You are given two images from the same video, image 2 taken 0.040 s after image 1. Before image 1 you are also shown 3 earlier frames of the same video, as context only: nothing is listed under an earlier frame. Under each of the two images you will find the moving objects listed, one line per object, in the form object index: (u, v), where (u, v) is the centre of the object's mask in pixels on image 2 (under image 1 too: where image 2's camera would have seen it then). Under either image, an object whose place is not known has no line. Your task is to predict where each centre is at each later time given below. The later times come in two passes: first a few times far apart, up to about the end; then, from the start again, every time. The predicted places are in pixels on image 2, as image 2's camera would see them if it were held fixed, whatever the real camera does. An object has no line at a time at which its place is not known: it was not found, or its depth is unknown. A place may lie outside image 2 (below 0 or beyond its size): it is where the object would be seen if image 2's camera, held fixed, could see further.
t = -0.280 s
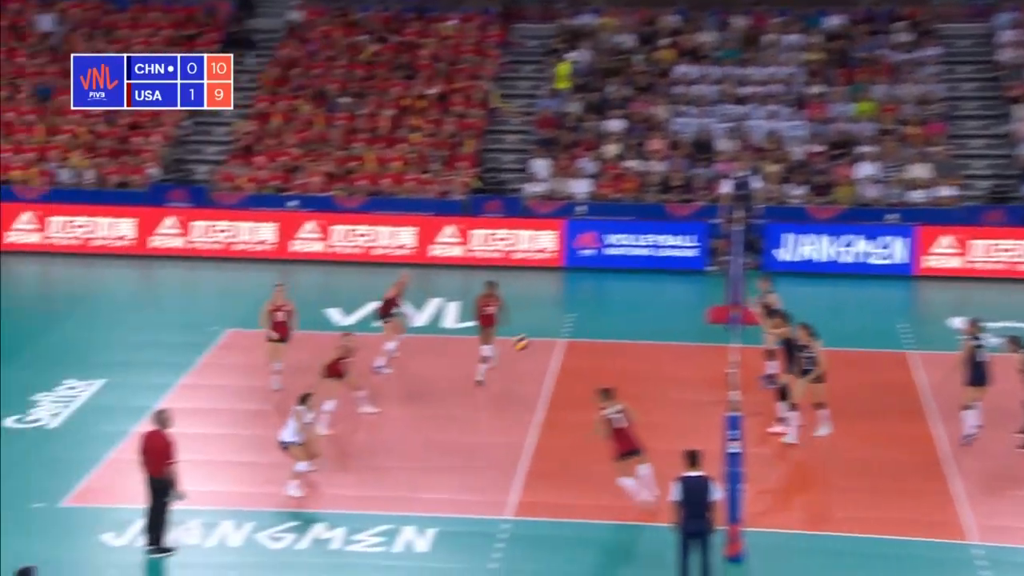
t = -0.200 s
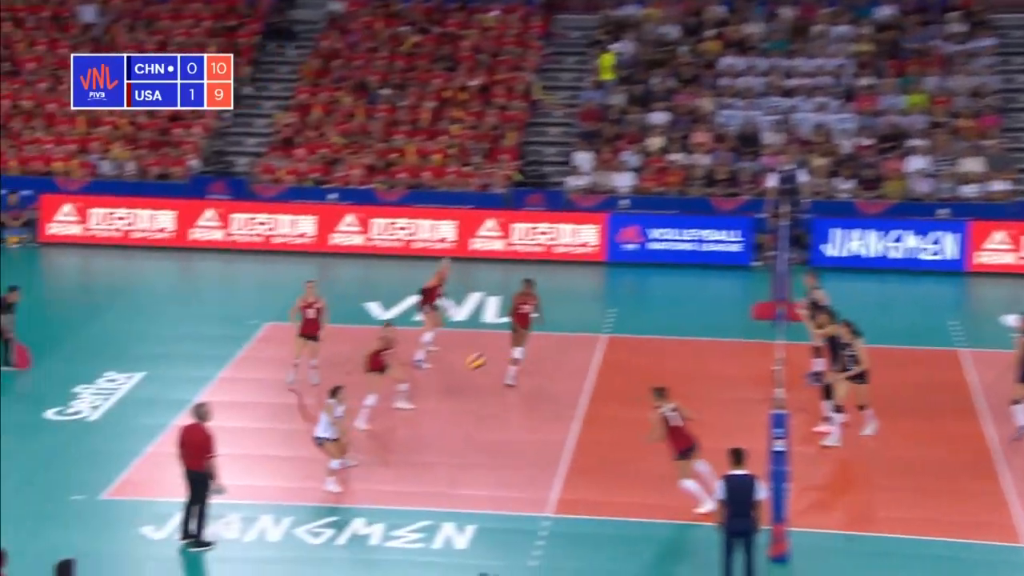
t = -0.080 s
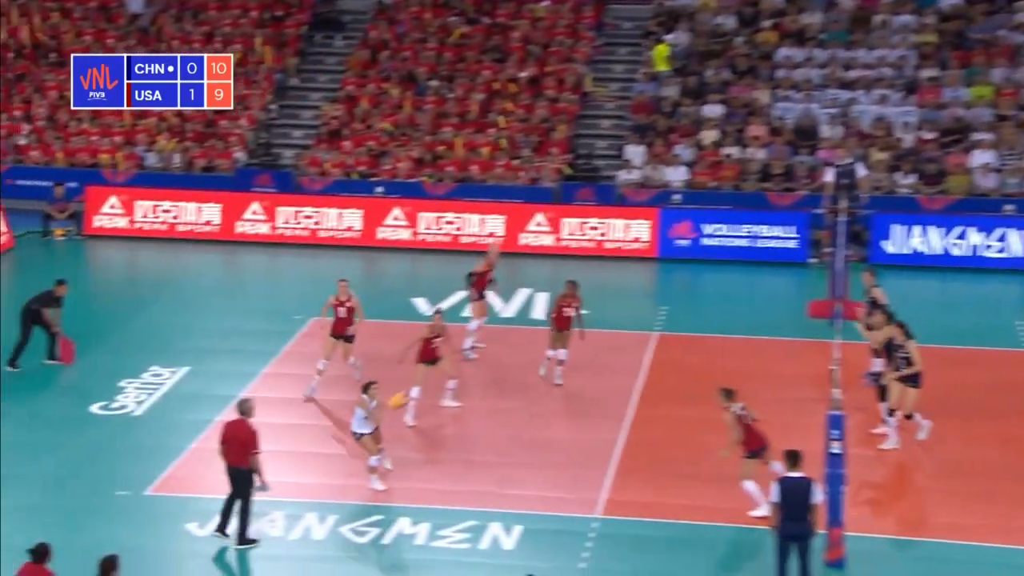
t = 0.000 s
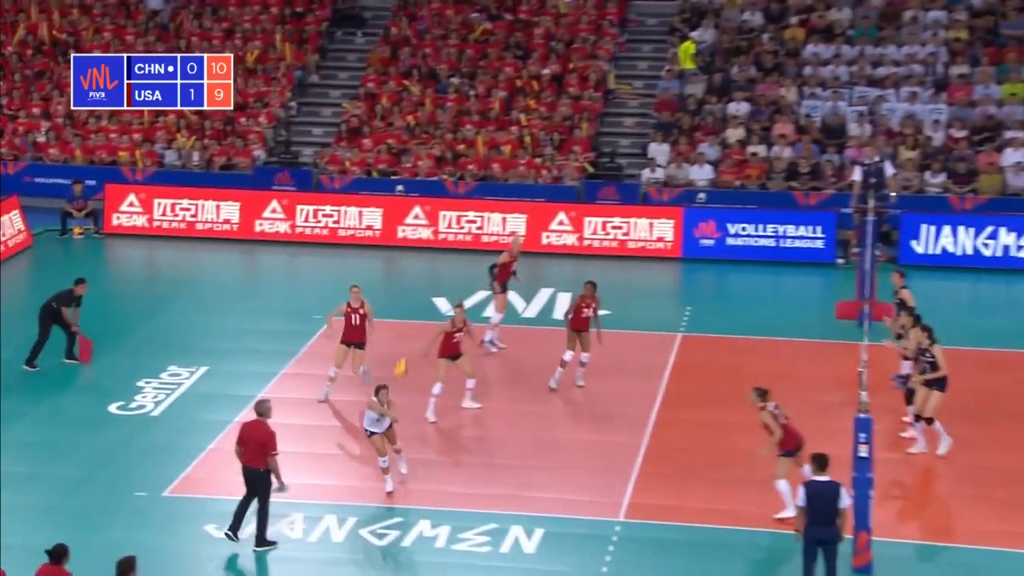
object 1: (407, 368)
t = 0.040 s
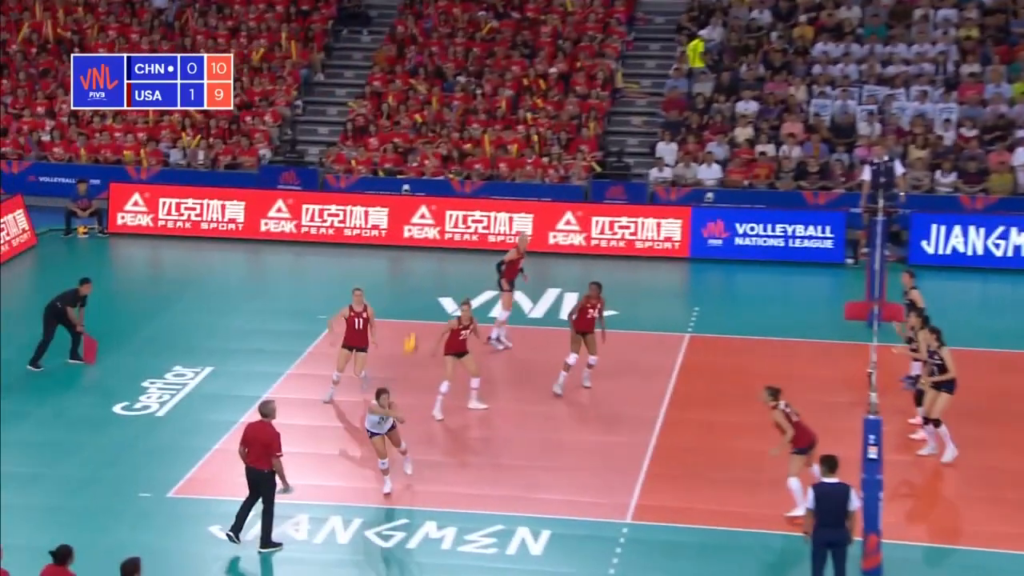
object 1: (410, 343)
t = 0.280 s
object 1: (425, 217)
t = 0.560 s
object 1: (439, 126)
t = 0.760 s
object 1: (449, 97)
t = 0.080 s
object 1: (413, 318)
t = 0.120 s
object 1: (416, 297)
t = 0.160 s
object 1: (419, 276)
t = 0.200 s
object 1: (421, 255)
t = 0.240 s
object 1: (424, 237)
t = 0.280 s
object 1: (425, 217)
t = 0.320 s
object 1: (428, 200)
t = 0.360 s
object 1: (430, 186)
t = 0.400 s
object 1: (432, 171)
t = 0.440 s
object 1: (434, 159)
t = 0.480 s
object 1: (435, 146)
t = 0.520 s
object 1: (437, 136)
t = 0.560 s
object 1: (439, 126)
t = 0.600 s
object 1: (441, 119)
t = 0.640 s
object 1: (443, 112)
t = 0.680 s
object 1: (445, 105)
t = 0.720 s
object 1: (447, 101)
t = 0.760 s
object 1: (449, 97)
